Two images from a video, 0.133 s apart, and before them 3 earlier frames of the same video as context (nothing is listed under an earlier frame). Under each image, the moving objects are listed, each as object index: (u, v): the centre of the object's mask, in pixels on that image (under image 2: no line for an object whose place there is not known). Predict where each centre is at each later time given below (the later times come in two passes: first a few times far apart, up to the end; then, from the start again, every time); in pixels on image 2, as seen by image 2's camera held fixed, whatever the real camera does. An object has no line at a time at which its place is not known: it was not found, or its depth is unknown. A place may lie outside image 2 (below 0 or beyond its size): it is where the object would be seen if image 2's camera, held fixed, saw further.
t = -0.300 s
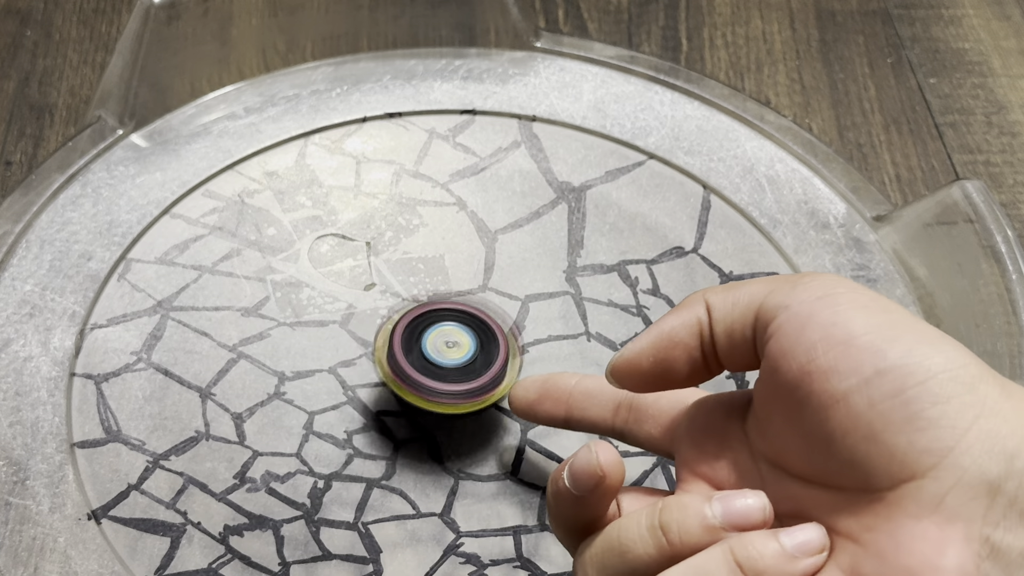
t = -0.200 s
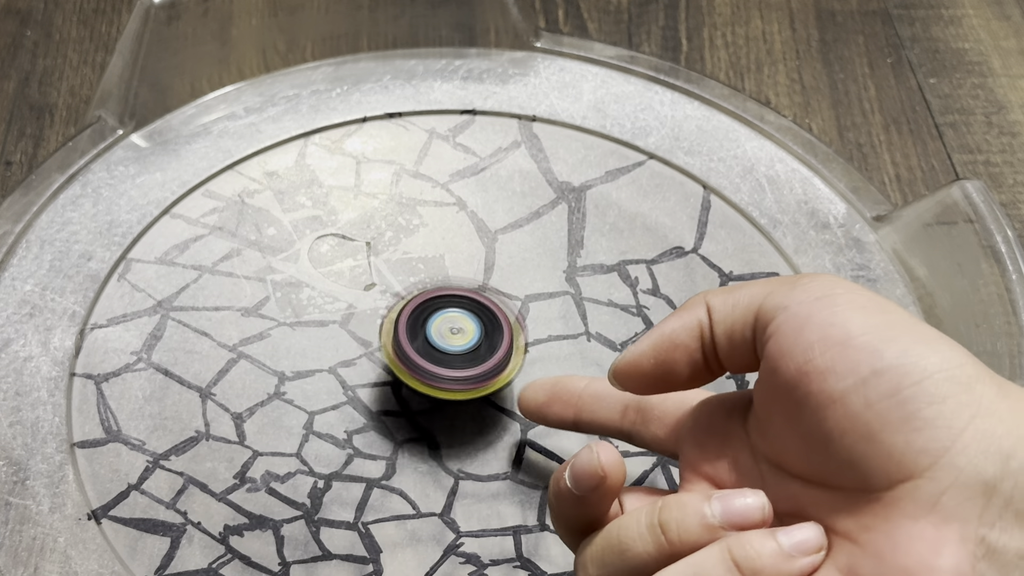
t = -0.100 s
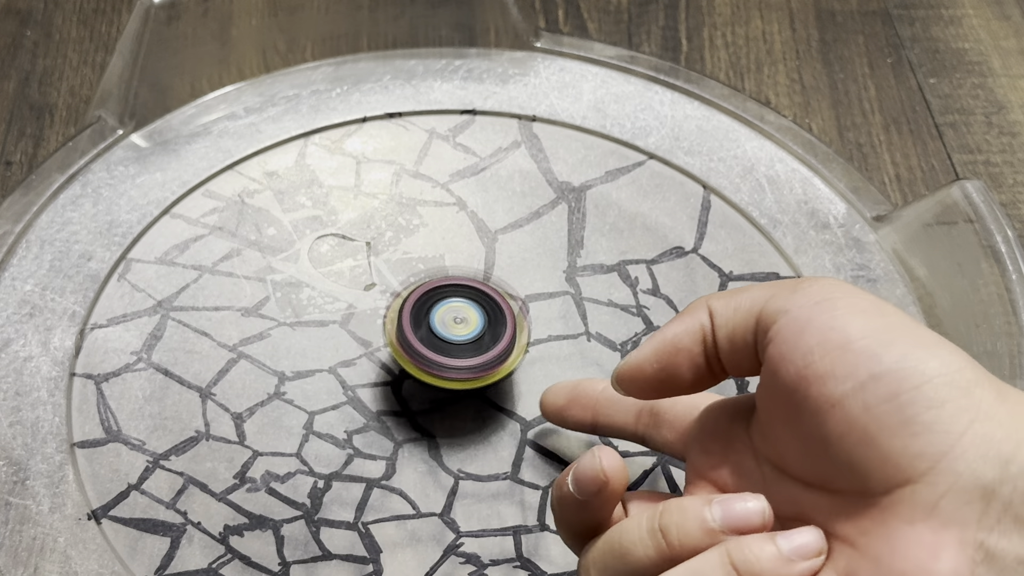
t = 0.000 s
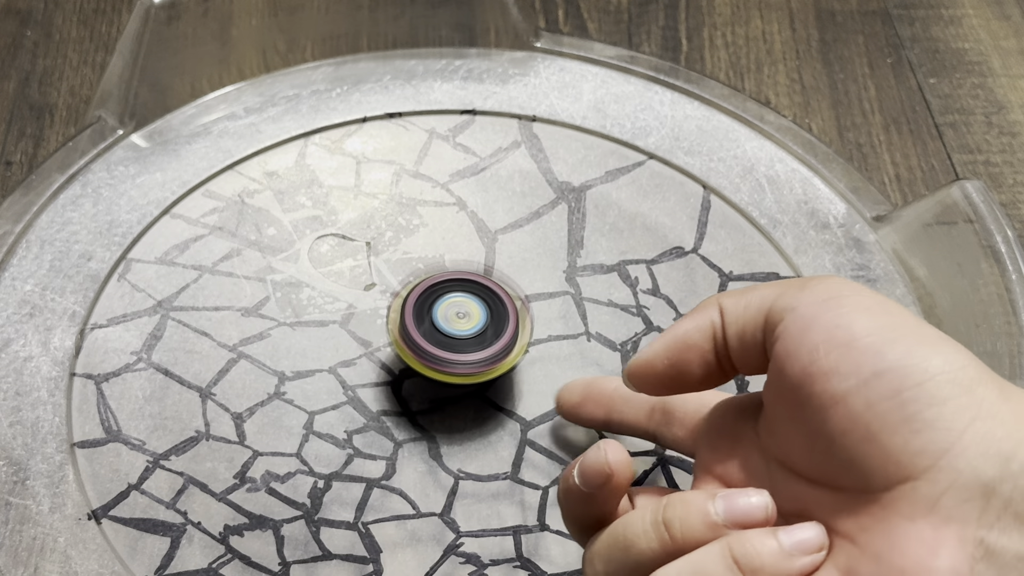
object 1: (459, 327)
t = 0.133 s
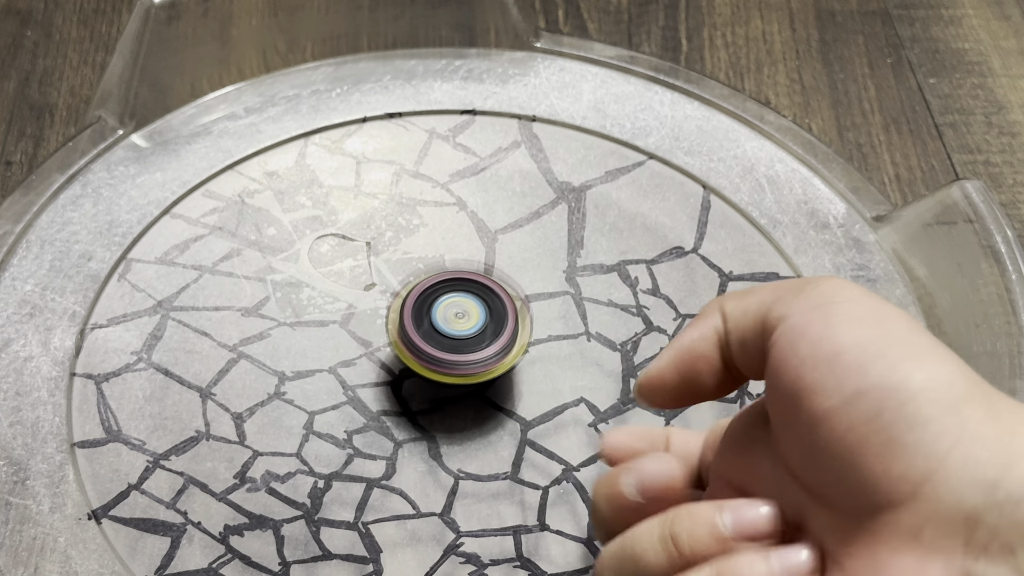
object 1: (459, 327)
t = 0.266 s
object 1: (459, 328)
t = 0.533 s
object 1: (475, 353)
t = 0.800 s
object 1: (499, 386)
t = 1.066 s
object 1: (504, 393)
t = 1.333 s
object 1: (495, 388)
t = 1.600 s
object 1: (450, 365)
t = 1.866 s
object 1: (414, 349)
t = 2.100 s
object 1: (409, 351)
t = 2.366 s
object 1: (428, 356)
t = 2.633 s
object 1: (481, 362)
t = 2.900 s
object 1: (519, 363)
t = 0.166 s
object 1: (459, 327)
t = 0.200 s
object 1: (459, 327)
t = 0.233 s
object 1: (459, 327)
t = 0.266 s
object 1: (459, 328)
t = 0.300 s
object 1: (459, 330)
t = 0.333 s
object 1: (461, 331)
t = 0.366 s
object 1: (462, 334)
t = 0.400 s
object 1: (464, 337)
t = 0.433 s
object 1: (466, 341)
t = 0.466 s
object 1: (469, 344)
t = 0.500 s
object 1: (472, 348)
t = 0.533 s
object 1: (475, 353)
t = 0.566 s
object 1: (478, 359)
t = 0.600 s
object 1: (481, 364)
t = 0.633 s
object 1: (484, 368)
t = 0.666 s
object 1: (487, 372)
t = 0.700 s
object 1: (491, 376)
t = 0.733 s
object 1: (493, 380)
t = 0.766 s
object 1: (496, 383)
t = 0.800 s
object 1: (499, 386)
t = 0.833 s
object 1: (501, 388)
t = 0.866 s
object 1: (502, 390)
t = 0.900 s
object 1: (502, 392)
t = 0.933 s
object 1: (503, 393)
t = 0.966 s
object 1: (503, 394)
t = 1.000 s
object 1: (503, 394)
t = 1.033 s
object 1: (504, 393)
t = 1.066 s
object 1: (504, 393)
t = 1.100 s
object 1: (504, 393)
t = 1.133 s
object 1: (504, 393)
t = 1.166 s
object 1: (504, 393)
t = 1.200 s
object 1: (504, 393)
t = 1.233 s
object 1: (503, 392)
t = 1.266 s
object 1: (501, 391)
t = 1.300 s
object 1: (498, 390)
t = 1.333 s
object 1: (495, 388)
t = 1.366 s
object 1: (490, 385)
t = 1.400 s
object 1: (486, 383)
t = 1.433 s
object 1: (481, 380)
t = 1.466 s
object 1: (475, 377)
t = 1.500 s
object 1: (469, 374)
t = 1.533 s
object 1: (463, 371)
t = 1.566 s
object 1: (456, 368)
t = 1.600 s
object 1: (450, 365)
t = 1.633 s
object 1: (445, 362)
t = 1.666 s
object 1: (440, 359)
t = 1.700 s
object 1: (434, 357)
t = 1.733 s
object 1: (429, 355)
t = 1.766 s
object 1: (424, 353)
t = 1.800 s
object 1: (420, 352)
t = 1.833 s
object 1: (417, 351)
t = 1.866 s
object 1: (414, 349)
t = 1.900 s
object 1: (412, 349)
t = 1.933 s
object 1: (411, 349)
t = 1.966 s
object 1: (411, 349)
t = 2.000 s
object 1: (410, 349)
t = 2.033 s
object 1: (410, 350)
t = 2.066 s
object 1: (410, 350)
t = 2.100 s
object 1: (409, 351)
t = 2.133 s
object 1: (409, 351)
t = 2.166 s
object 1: (409, 351)
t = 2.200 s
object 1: (410, 352)
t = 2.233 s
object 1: (412, 352)
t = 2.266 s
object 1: (415, 352)
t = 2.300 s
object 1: (419, 353)
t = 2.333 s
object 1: (422, 355)
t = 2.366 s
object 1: (428, 356)
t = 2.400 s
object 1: (434, 357)
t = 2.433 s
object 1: (440, 359)
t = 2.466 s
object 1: (447, 360)
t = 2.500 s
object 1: (454, 361)
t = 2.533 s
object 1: (461, 360)
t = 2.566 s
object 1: (468, 359)
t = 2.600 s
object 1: (475, 360)
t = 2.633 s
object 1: (481, 362)
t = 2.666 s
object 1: (487, 363)
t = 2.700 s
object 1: (493, 363)
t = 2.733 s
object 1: (498, 364)
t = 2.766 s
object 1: (504, 364)
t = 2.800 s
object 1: (509, 363)
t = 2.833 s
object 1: (513, 363)
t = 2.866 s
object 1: (516, 363)
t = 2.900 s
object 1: (519, 363)
